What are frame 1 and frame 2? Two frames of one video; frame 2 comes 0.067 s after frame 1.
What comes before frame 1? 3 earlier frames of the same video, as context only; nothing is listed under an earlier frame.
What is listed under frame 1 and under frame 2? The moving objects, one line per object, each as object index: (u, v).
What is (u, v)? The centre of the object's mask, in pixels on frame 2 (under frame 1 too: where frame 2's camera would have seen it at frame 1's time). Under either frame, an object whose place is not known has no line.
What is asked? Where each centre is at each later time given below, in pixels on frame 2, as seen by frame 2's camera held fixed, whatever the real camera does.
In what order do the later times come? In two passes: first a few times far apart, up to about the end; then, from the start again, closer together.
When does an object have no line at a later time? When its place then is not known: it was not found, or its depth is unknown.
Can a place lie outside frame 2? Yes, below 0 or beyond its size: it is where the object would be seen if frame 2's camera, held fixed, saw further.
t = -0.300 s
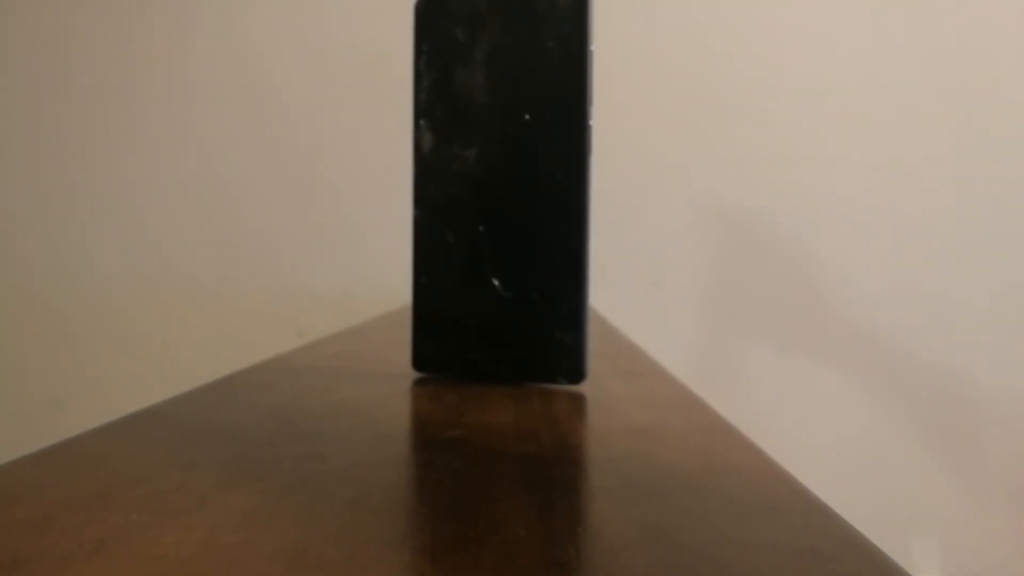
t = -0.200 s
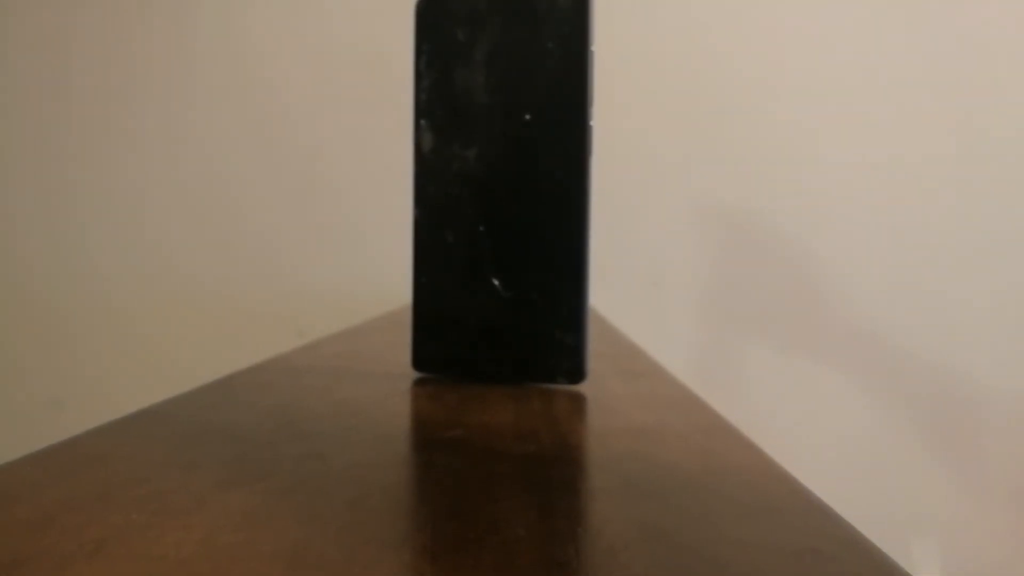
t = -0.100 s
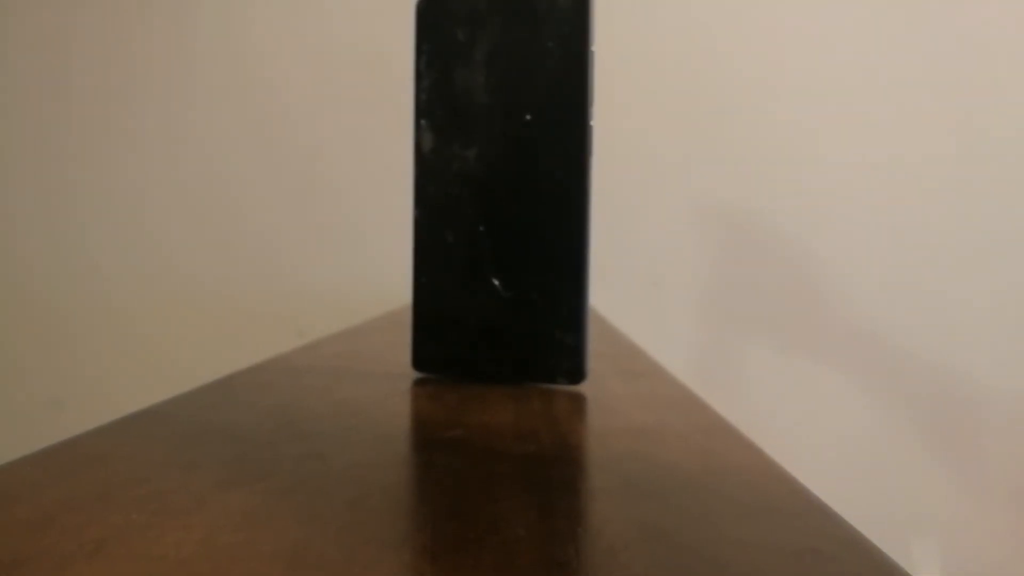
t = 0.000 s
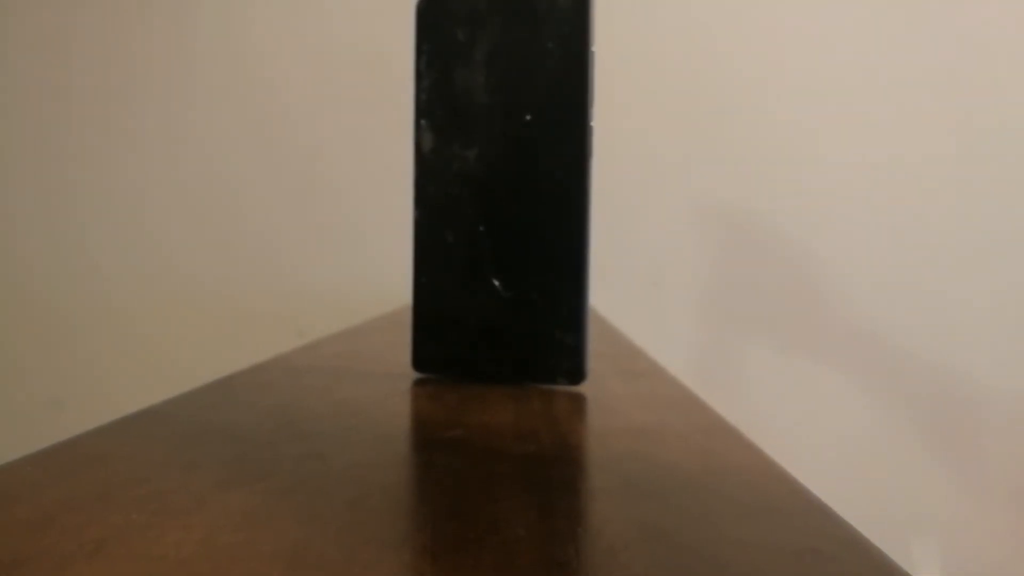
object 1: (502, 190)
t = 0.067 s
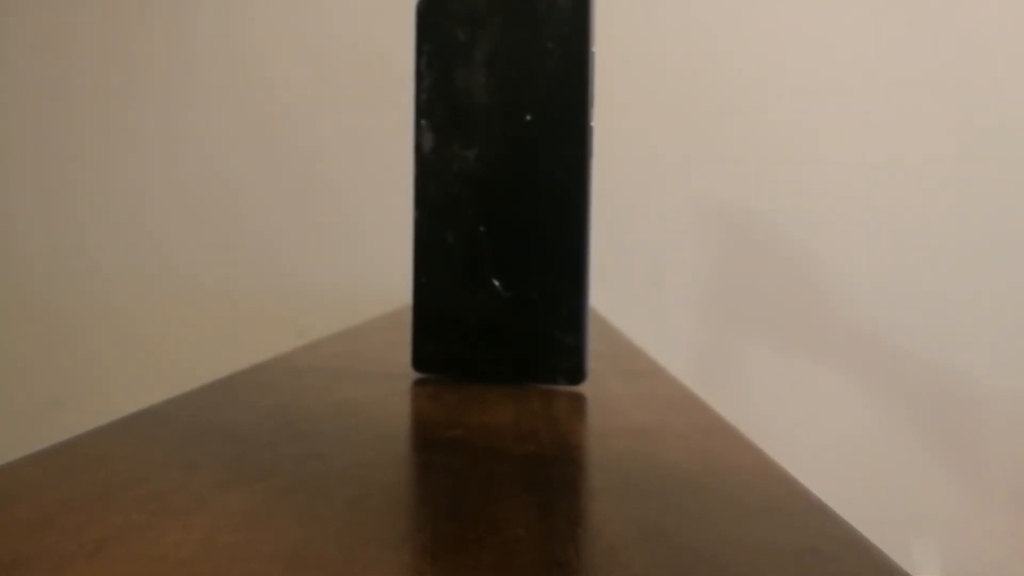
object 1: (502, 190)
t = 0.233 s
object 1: (504, 190)
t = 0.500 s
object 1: (527, 203)
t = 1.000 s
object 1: (555, 351)
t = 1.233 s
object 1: (555, 351)
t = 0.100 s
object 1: (502, 190)
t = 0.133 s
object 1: (502, 190)
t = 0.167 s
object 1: (503, 190)
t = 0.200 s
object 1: (503, 190)
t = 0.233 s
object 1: (504, 190)
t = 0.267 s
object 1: (504, 190)
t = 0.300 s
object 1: (505, 190)
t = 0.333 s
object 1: (506, 190)
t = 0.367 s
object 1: (507, 190)
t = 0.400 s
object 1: (510, 190)
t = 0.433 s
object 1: (516, 193)
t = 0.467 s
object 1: (521, 196)
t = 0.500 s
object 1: (527, 203)
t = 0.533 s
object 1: (533, 219)
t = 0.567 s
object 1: (536, 250)
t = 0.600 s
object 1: (536, 285)
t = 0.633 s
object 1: (522, 331)
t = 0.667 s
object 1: (529, 344)
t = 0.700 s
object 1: (556, 328)
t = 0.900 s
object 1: (555, 351)
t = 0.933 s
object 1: (555, 350)
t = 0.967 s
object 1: (553, 350)
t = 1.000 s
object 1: (555, 351)
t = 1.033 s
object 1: (554, 351)
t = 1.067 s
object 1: (555, 351)
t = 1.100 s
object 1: (554, 351)
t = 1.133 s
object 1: (554, 351)
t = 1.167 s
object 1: (554, 351)
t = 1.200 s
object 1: (555, 351)
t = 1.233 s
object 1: (555, 351)
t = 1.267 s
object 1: (555, 351)
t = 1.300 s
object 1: (555, 351)
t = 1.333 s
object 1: (555, 351)
